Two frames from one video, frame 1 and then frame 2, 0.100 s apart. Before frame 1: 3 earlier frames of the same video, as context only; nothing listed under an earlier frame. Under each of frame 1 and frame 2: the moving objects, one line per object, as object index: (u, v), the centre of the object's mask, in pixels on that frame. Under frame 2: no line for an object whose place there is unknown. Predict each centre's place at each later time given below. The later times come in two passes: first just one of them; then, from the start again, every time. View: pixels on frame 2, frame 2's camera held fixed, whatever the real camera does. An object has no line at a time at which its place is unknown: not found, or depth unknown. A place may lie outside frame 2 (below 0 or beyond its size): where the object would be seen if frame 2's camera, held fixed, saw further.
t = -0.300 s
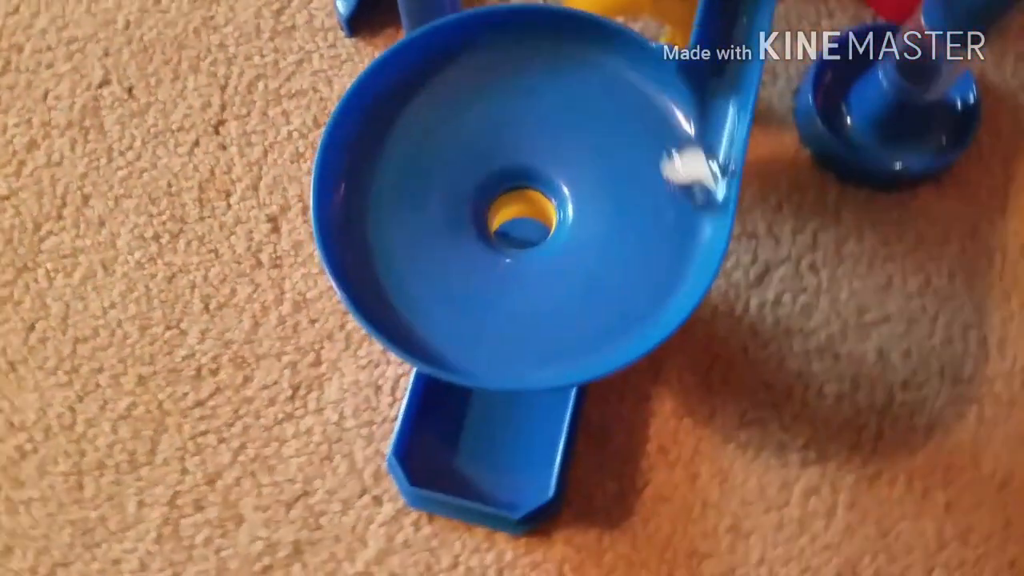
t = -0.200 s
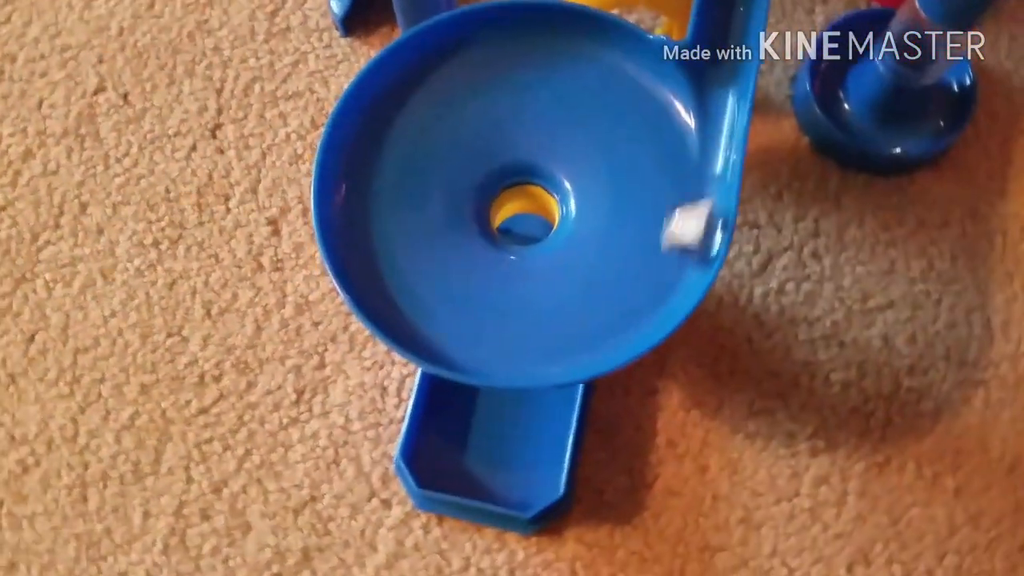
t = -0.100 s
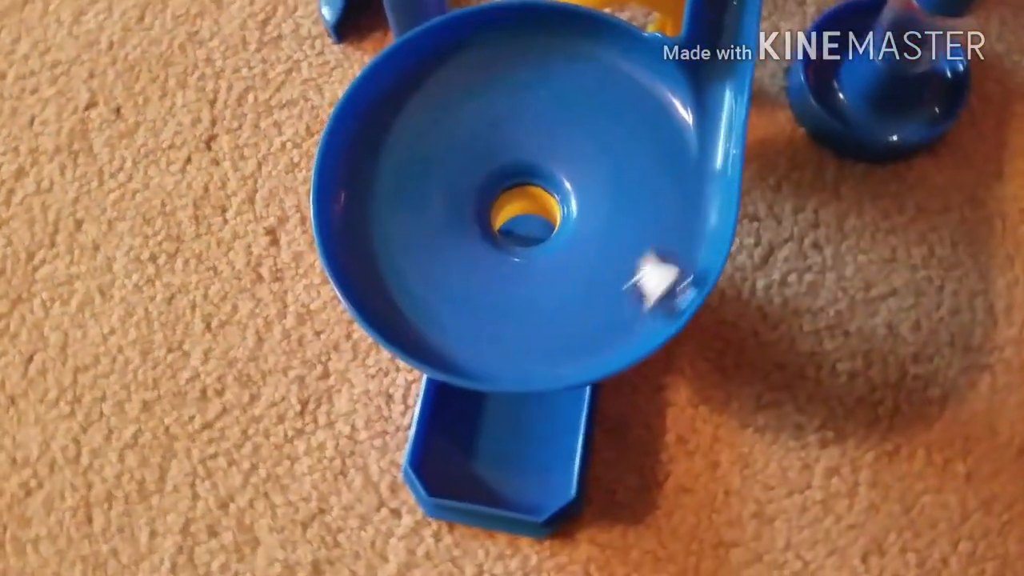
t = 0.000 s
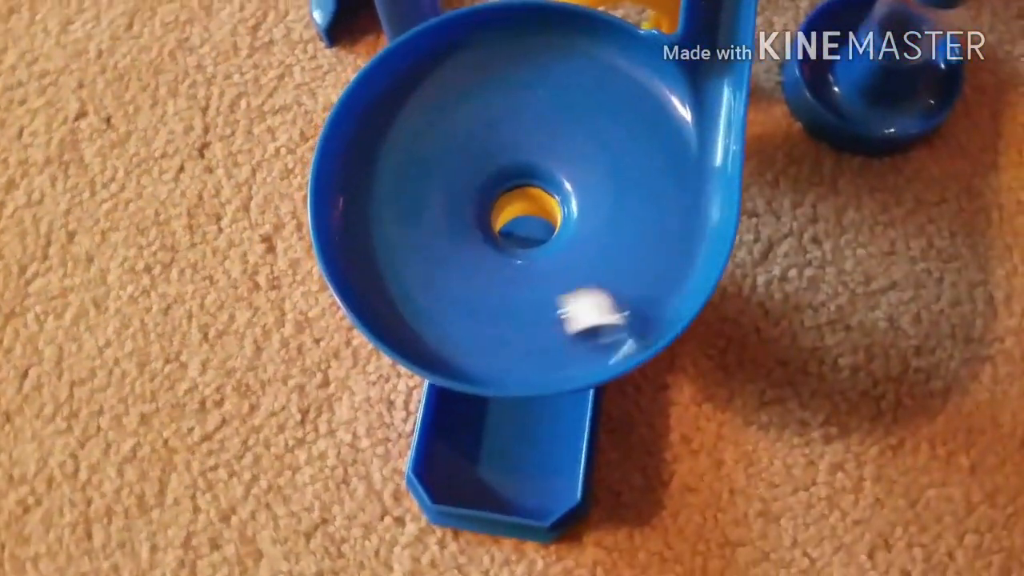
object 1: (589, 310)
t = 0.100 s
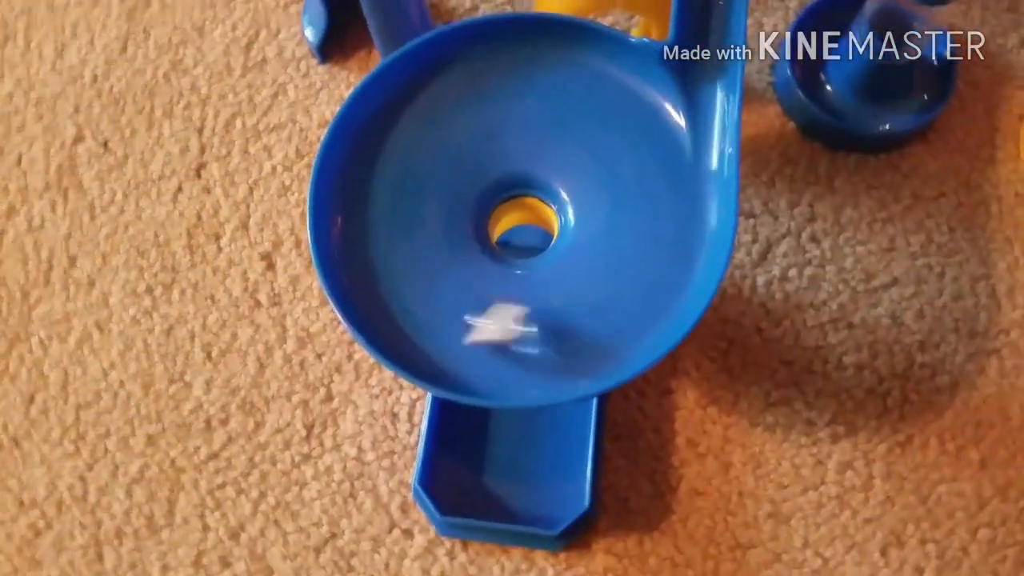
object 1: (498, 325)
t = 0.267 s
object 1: (356, 247)
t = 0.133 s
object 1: (468, 317)
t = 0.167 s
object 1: (439, 302)
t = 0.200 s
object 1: (410, 285)
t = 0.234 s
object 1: (380, 265)
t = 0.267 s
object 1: (356, 247)
